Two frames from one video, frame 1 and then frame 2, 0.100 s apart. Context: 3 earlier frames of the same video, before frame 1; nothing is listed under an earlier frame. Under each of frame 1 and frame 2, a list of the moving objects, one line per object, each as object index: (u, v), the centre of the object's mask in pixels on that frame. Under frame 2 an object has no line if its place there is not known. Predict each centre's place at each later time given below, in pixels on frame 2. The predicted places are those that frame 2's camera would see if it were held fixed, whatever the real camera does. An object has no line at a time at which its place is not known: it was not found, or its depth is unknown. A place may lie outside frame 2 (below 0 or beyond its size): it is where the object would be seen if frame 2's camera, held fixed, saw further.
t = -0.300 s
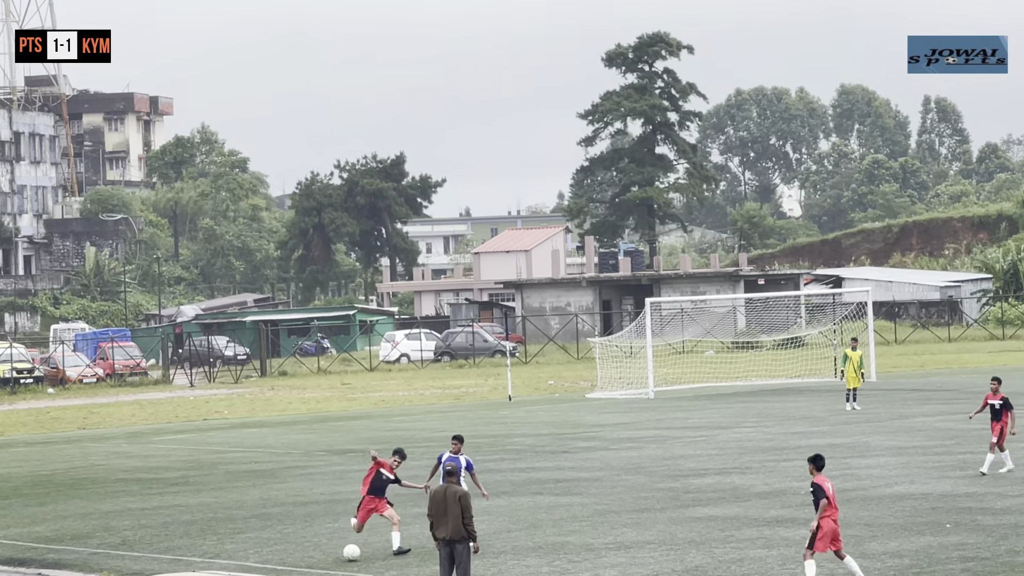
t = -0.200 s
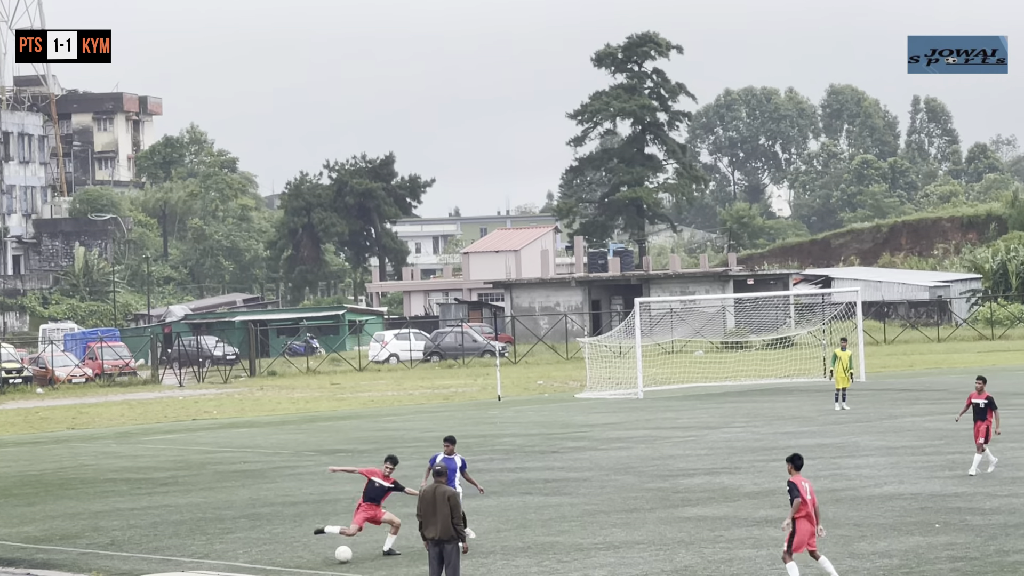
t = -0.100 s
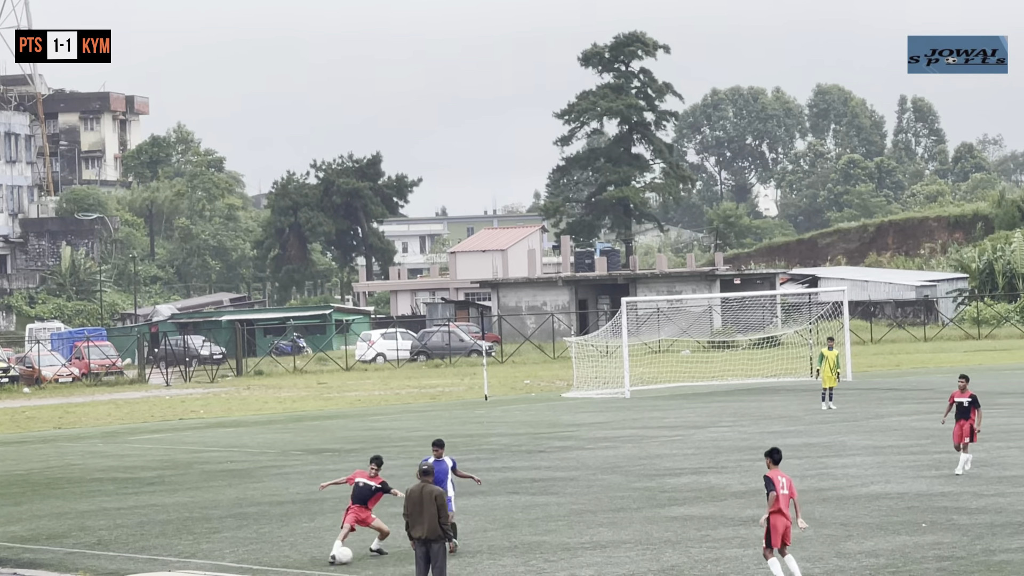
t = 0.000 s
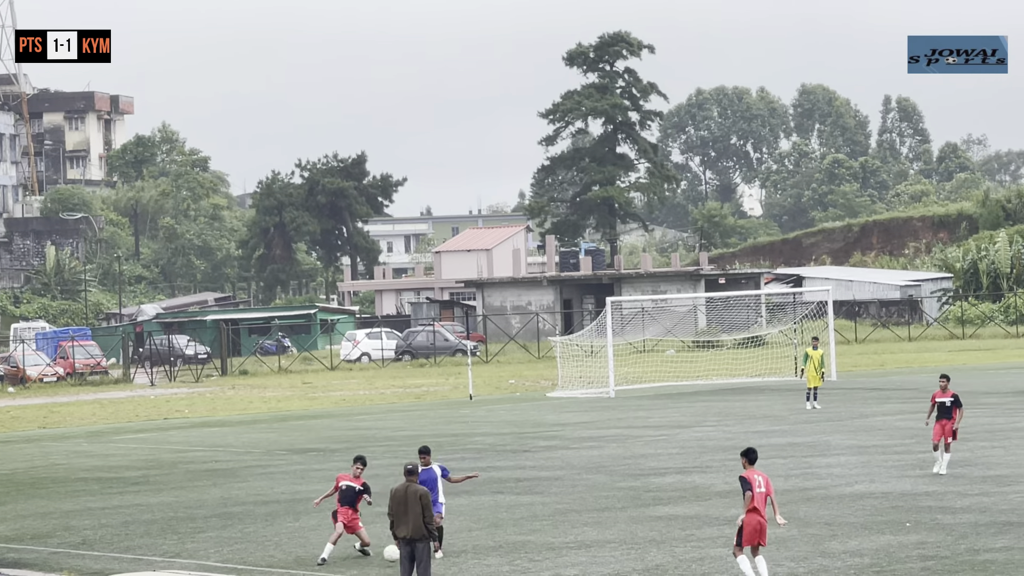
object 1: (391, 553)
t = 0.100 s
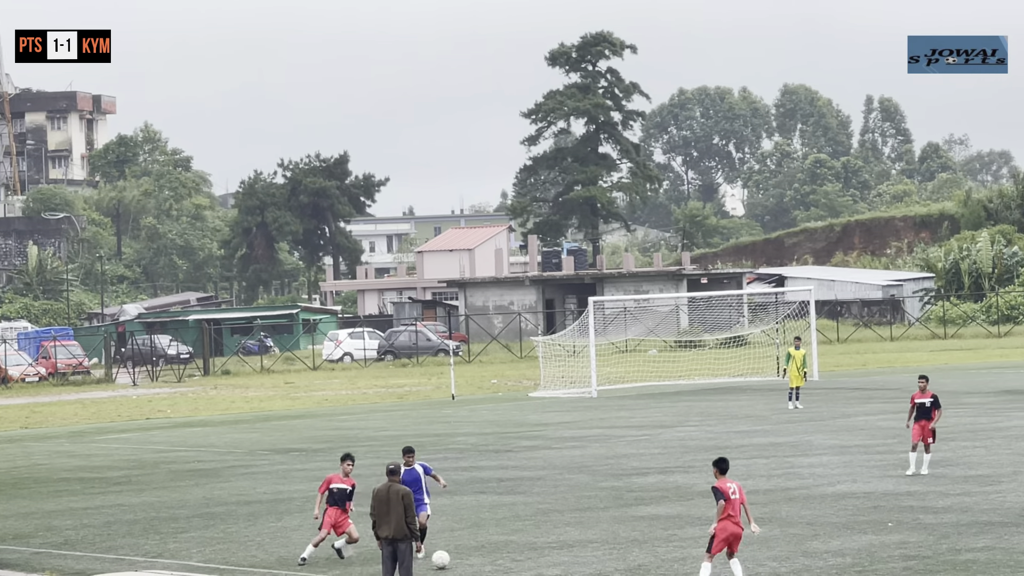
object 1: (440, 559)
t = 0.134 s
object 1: (466, 561)
